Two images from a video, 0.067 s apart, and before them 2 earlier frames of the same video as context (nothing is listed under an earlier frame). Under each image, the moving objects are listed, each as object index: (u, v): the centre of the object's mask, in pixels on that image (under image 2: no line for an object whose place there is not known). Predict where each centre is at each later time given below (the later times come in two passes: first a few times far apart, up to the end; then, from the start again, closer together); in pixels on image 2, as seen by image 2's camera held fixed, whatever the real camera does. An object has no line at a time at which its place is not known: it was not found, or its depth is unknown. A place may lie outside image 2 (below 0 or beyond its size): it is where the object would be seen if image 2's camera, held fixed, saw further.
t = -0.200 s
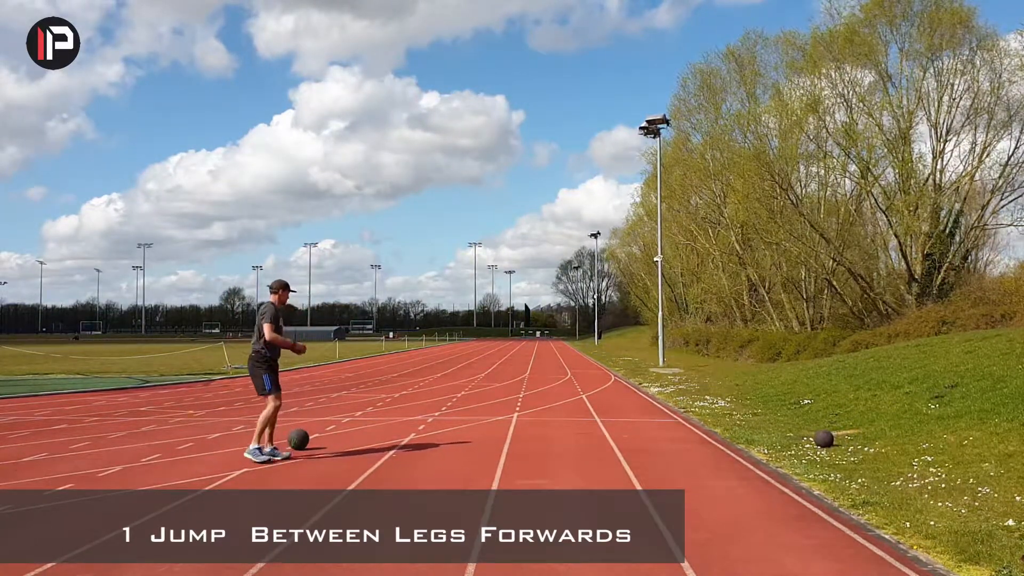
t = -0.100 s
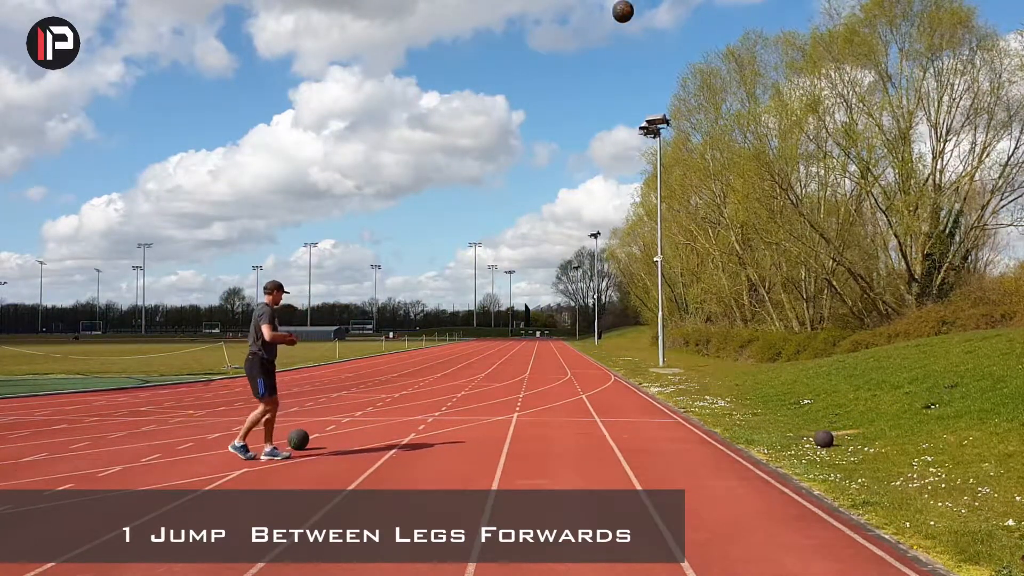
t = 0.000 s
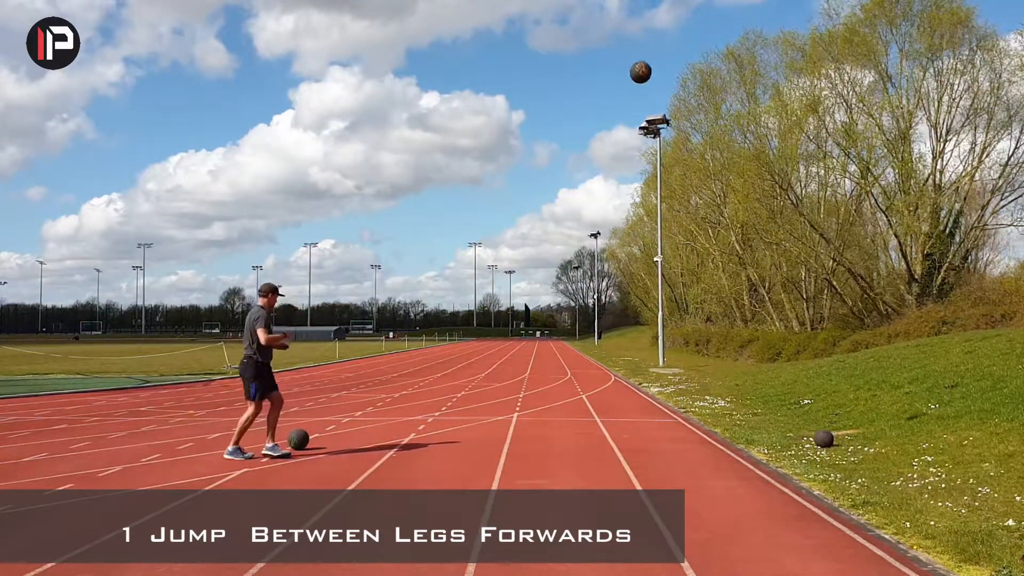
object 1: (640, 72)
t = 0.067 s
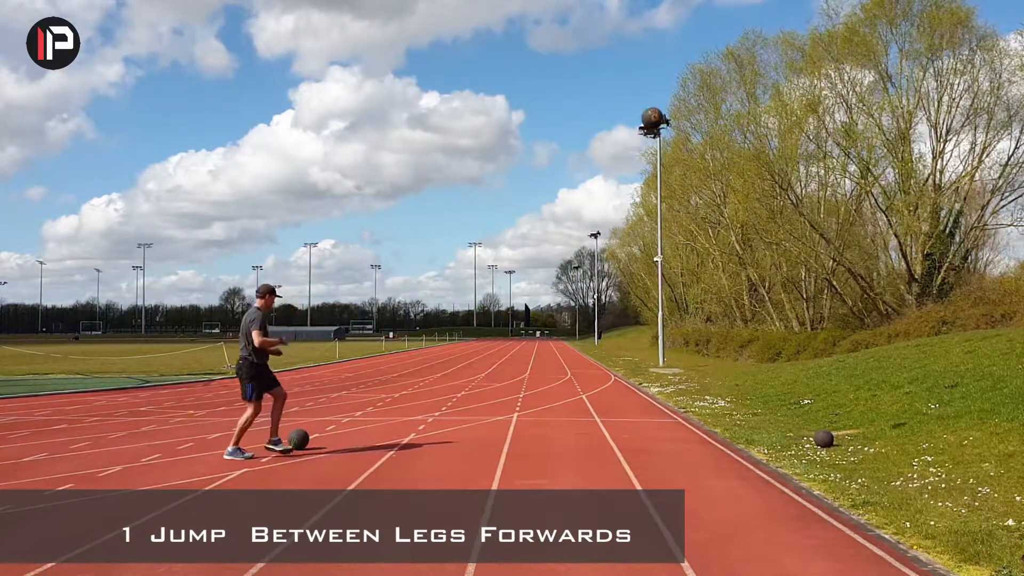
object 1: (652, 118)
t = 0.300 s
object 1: (695, 317)
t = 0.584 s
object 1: (736, 375)
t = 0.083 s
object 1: (655, 129)
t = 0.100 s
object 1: (658, 143)
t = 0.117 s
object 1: (661, 156)
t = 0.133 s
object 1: (664, 170)
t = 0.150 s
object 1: (667, 183)
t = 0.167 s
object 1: (670, 197)
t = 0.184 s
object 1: (673, 210)
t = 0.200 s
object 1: (676, 224)
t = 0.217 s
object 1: (679, 239)
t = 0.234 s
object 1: (683, 253)
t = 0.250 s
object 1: (685, 270)
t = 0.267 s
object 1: (688, 285)
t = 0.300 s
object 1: (695, 317)
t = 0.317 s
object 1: (698, 333)
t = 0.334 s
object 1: (702, 350)
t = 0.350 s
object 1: (705, 367)
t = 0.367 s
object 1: (708, 385)
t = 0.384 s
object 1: (711, 402)
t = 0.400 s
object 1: (714, 420)
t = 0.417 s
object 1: (718, 439)
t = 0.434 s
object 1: (722, 457)
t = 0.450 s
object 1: (723, 455)
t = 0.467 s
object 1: (724, 444)
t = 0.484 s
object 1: (726, 434)
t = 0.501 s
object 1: (728, 423)
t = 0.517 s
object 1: (729, 412)
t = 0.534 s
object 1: (731, 403)
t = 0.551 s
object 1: (732, 393)
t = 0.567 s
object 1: (734, 384)
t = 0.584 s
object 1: (736, 375)
